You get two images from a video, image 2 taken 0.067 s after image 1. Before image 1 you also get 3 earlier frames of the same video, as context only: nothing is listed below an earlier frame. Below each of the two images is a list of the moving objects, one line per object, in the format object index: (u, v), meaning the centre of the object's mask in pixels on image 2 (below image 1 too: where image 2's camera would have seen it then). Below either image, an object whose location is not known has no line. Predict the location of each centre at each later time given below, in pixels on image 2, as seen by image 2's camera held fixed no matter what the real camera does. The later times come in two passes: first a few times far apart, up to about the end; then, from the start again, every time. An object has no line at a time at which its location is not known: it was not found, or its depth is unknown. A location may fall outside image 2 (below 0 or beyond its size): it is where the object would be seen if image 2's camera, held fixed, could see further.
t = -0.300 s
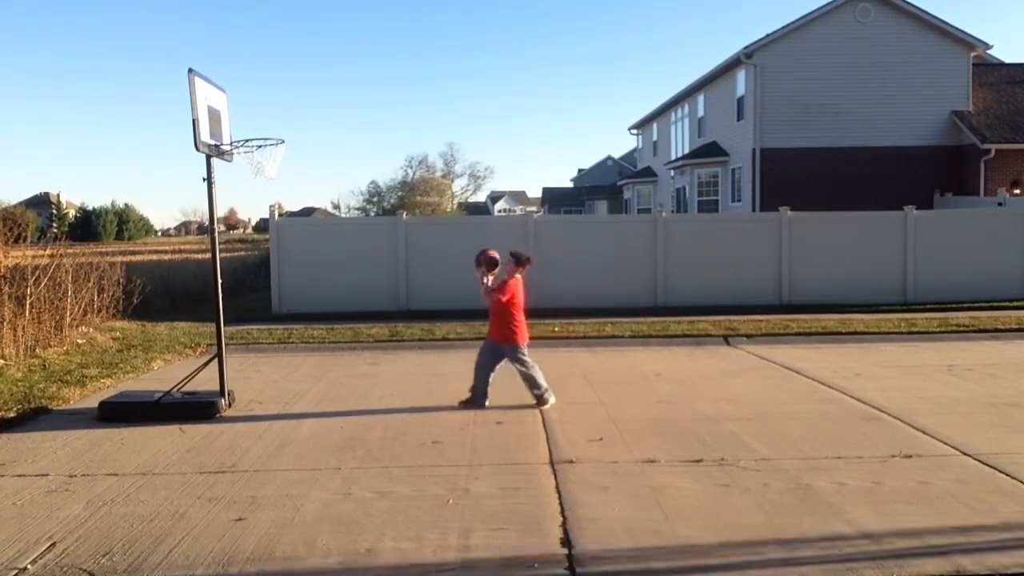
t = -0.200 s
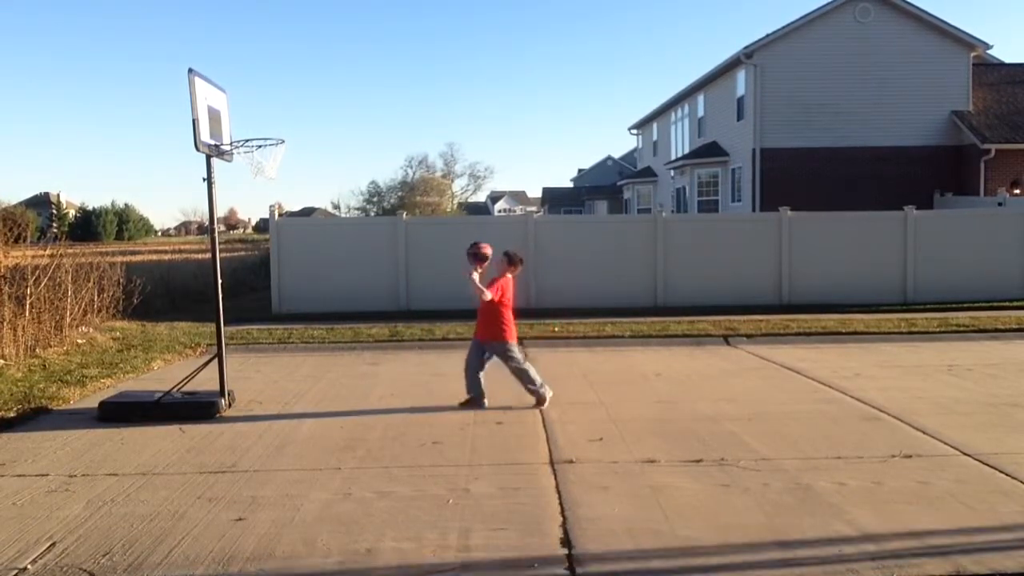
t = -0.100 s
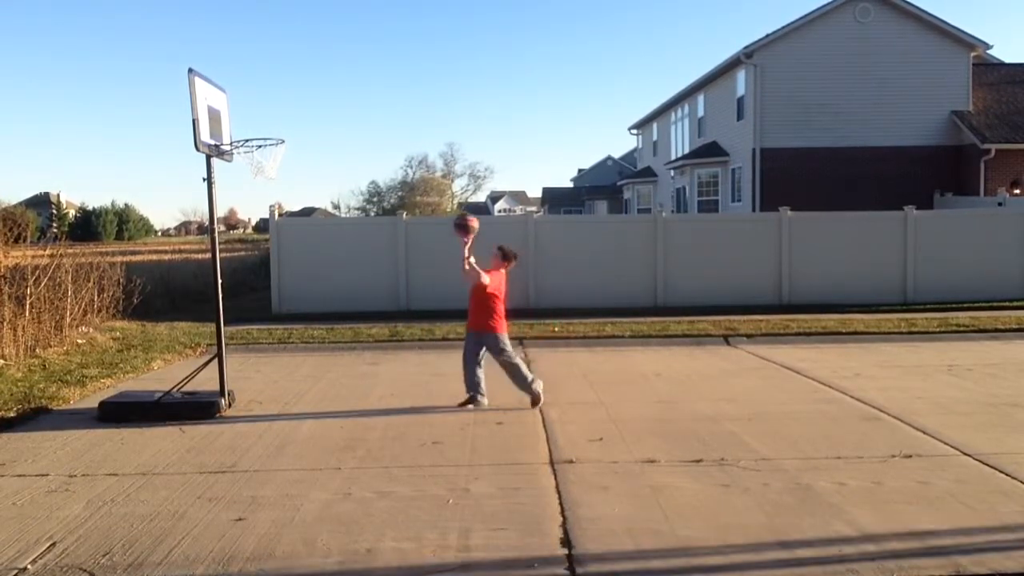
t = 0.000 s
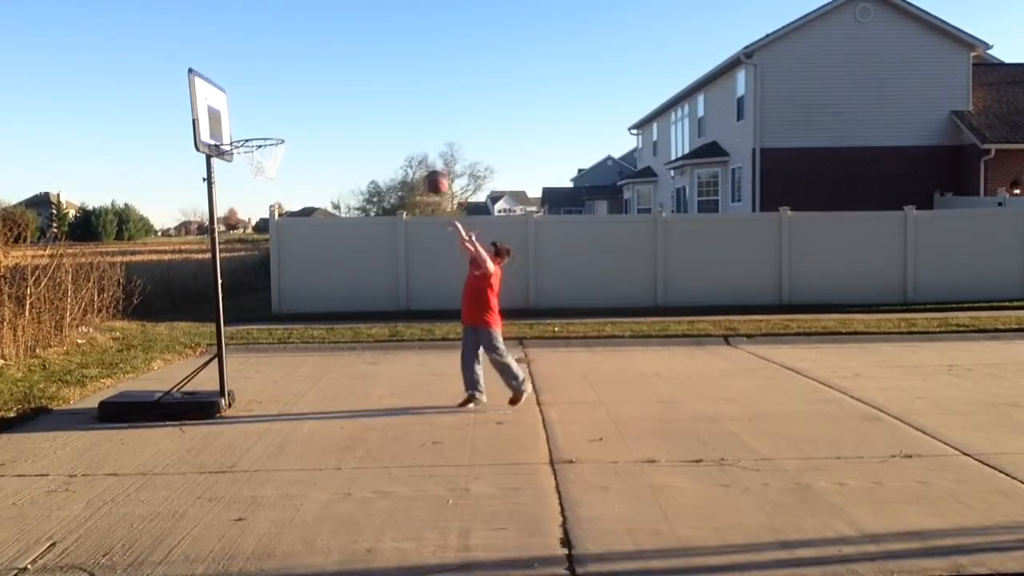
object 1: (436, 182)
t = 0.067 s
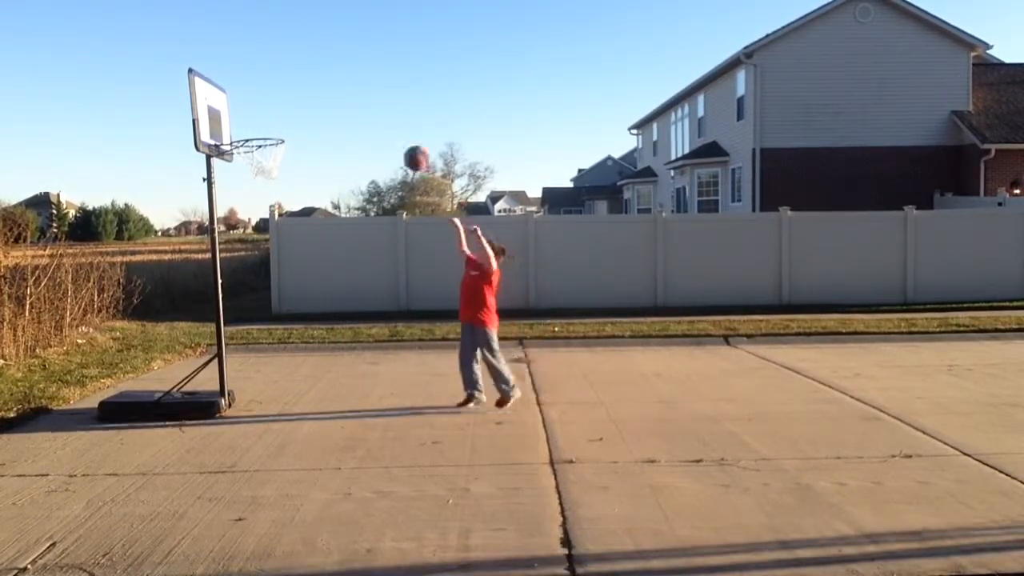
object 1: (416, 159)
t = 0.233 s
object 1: (366, 119)
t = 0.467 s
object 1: (295, 111)
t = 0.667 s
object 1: (247, 149)
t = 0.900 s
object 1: (269, 164)
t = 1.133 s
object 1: (269, 173)
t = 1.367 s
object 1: (248, 220)
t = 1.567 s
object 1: (230, 310)
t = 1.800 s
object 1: (209, 380)
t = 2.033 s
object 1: (185, 306)
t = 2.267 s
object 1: (158, 291)
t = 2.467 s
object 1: (134, 331)
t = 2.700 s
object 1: (113, 424)
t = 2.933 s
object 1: (83, 364)
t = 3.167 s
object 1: (54, 366)
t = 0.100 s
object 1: (408, 150)
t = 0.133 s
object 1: (396, 139)
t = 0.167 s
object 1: (385, 131)
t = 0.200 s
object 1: (376, 125)
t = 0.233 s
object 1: (366, 119)
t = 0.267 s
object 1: (355, 114)
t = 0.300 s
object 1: (345, 111)
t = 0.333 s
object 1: (335, 108)
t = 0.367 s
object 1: (325, 107)
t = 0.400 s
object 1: (315, 107)
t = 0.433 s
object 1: (305, 109)
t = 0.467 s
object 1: (295, 111)
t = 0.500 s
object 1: (285, 115)
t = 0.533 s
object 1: (275, 120)
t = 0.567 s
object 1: (266, 126)
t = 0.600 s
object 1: (255, 134)
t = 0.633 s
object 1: (245, 143)
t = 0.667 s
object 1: (247, 149)
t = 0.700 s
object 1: (249, 156)
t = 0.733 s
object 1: (249, 164)
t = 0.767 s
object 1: (252, 166)
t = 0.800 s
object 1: (256, 165)
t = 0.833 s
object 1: (260, 164)
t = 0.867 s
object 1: (265, 164)
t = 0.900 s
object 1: (269, 164)
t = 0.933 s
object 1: (273, 164)
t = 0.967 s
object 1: (274, 165)
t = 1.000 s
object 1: (276, 167)
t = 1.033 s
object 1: (276, 168)
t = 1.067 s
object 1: (275, 169)
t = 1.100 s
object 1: (272, 171)
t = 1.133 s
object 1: (269, 173)
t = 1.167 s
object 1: (266, 176)
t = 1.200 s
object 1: (263, 180)
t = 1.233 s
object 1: (259, 185)
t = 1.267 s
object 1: (256, 192)
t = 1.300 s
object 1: (253, 200)
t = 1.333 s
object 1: (250, 209)
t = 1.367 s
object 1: (248, 220)
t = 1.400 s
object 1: (245, 232)
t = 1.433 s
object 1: (242, 245)
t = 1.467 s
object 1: (241, 258)
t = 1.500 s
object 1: (239, 274)
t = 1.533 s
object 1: (233, 292)
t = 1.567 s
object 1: (230, 310)
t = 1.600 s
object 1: (229, 332)
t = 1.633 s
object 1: (225, 351)
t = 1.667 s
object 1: (223, 373)
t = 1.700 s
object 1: (220, 398)
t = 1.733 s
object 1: (218, 408)
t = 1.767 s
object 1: (215, 394)
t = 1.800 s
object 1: (209, 380)
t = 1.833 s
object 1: (203, 364)
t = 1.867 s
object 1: (199, 351)
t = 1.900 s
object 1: (196, 340)
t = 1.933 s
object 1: (192, 330)
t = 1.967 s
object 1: (190, 321)
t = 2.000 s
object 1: (188, 312)
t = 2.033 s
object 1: (185, 306)
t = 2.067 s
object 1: (180, 300)
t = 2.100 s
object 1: (175, 296)
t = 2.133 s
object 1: (173, 294)
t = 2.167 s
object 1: (171, 293)
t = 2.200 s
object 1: (166, 290)
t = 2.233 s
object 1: (163, 290)
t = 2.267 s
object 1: (158, 291)
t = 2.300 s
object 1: (155, 294)
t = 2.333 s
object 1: (152, 299)
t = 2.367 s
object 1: (149, 305)
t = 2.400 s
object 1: (144, 312)
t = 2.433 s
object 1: (138, 320)
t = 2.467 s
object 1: (134, 331)
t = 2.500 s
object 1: (131, 344)
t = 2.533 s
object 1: (128, 356)
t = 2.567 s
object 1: (125, 370)
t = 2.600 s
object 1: (122, 386)
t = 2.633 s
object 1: (120, 403)
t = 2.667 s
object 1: (117, 421)
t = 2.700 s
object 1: (113, 424)
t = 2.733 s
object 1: (109, 412)
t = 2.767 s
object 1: (104, 402)
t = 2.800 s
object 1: (100, 392)
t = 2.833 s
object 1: (94, 382)
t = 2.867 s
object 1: (90, 374)
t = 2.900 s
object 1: (86, 368)
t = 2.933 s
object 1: (83, 364)
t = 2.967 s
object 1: (79, 360)
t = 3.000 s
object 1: (74, 356)
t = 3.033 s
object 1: (70, 356)
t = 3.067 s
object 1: (66, 356)
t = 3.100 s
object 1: (62, 359)
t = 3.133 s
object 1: (58, 362)
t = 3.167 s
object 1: (54, 366)
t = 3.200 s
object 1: (51, 372)
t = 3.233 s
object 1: (47, 381)
